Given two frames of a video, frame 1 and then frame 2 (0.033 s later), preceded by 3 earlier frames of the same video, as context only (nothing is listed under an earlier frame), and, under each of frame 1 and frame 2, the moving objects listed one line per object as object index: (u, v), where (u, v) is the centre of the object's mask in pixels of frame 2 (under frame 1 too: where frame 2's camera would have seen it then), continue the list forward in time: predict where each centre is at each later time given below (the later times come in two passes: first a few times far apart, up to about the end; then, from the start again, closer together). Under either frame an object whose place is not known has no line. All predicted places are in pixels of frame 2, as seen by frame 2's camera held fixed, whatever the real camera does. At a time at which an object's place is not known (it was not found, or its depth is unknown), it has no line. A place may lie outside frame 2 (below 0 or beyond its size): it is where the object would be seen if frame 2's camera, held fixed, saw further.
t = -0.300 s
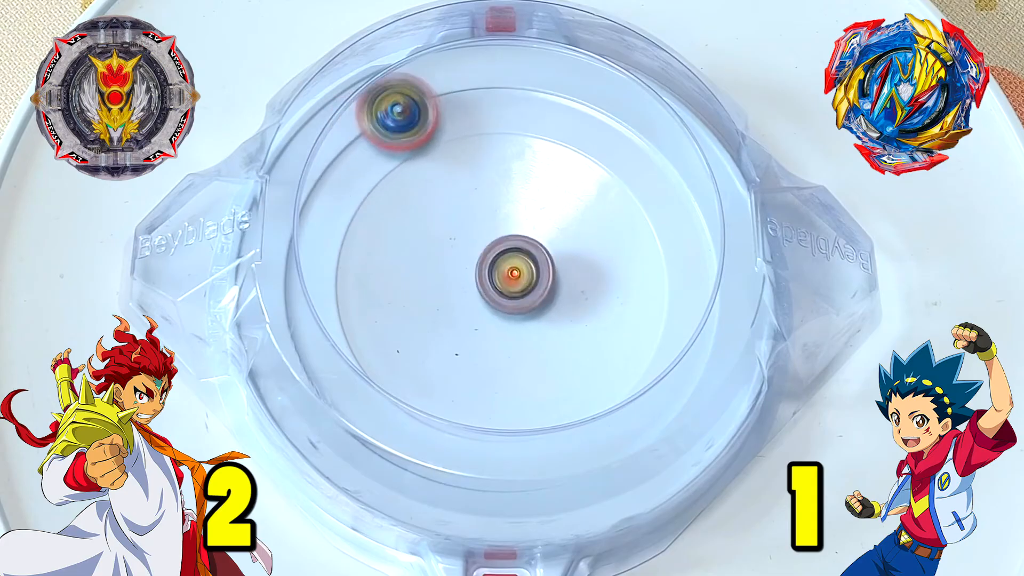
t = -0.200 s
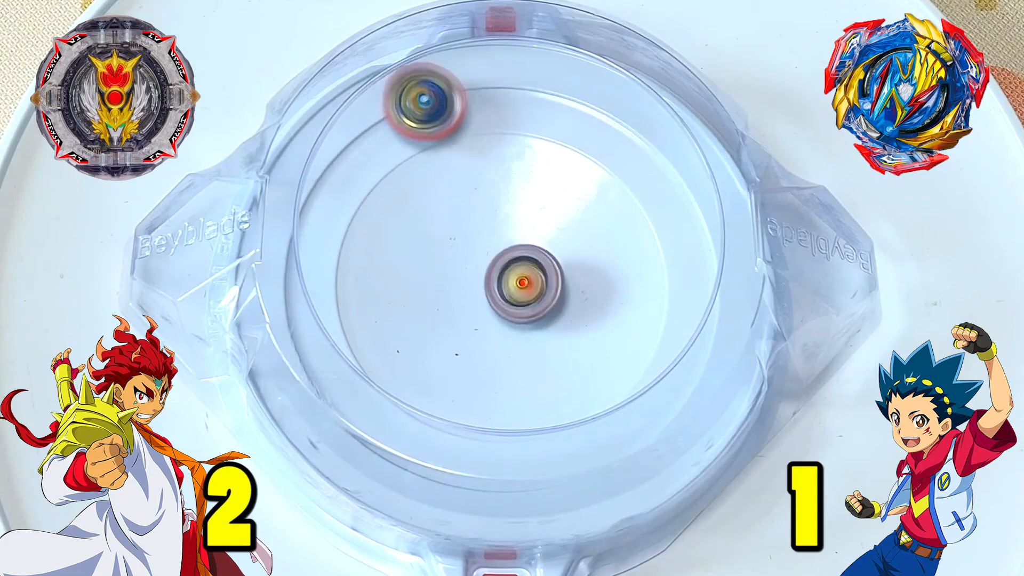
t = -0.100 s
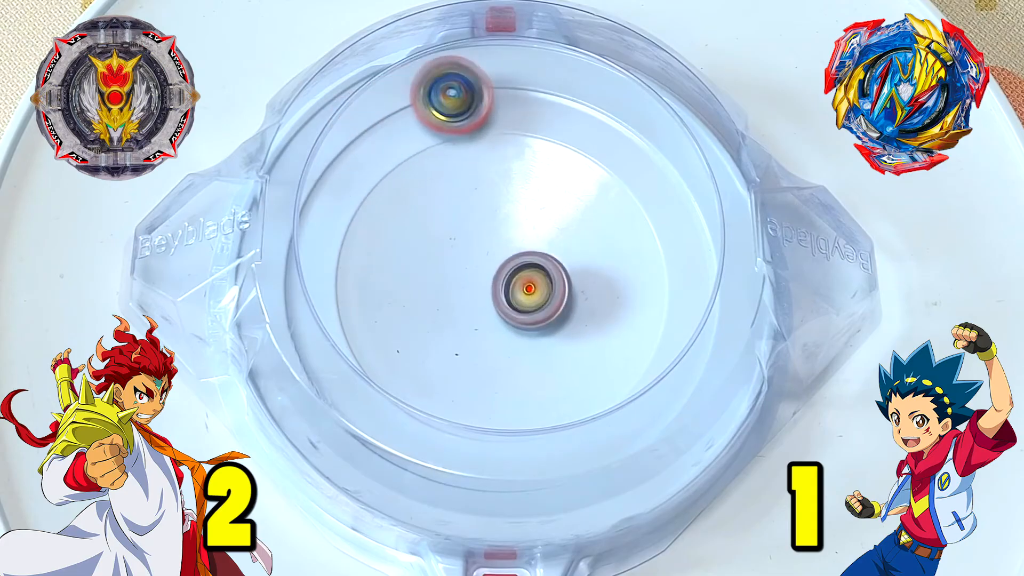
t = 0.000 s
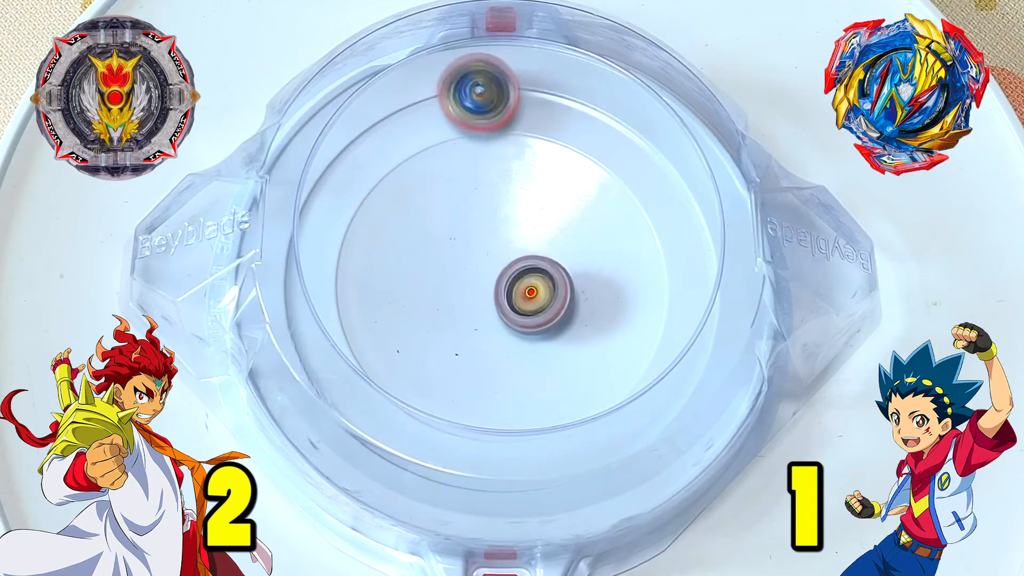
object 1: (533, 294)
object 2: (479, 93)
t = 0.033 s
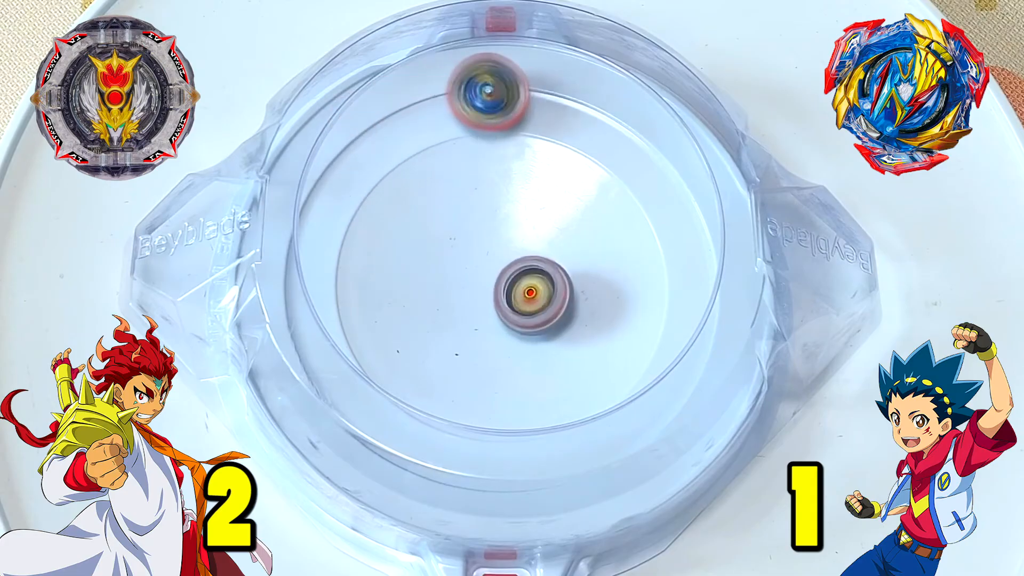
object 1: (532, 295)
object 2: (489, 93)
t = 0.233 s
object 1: (517, 296)
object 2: (544, 99)
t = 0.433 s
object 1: (502, 298)
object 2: (599, 119)
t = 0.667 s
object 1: (488, 291)
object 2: (657, 155)
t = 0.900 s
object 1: (484, 277)
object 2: (692, 203)
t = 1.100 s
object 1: (489, 266)
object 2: (708, 252)
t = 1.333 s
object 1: (503, 261)
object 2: (707, 311)
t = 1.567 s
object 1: (518, 265)
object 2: (687, 369)
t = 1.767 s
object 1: (528, 276)
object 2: (657, 411)
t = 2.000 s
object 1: (527, 291)
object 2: (608, 447)
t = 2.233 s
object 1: (514, 299)
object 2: (550, 459)
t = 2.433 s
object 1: (497, 297)
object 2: (501, 452)
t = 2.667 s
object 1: (484, 286)
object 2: (449, 422)
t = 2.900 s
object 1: (485, 271)
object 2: (484, 352)
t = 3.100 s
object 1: (549, 99)
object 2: (490, 384)
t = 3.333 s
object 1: (549, 82)
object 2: (517, 316)
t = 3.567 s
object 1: (557, 133)
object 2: (520, 258)
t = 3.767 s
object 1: (573, 187)
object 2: (496, 265)
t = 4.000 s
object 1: (611, 237)
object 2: (438, 311)
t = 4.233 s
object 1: (688, 271)
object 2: (386, 334)
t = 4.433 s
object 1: (703, 318)
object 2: (434, 317)
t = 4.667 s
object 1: (637, 347)
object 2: (515, 273)
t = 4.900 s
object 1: (521, 315)
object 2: (535, 237)
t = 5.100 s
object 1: (451, 269)
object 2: (521, 239)
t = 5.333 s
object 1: (436, 233)
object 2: (520, 301)
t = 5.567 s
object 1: (503, 247)
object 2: (524, 308)
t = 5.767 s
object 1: (581, 235)
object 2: (519, 315)
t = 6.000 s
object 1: (583, 281)
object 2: (509, 312)
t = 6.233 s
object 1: (582, 349)
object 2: (464, 291)
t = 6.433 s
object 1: (516, 355)
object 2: (491, 284)
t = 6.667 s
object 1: (418, 333)
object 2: (500, 270)
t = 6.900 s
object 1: (429, 312)
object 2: (502, 271)
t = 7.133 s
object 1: (453, 259)
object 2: (517, 275)
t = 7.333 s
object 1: (457, 259)
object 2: (516, 286)
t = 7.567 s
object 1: (455, 266)
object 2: (514, 290)
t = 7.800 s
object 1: (455, 266)
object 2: (514, 290)
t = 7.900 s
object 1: (455, 266)
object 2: (514, 290)
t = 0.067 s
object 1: (530, 295)
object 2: (498, 93)
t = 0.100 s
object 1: (528, 295)
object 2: (506, 93)
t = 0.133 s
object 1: (526, 295)
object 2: (516, 95)
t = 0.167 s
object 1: (523, 295)
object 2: (526, 96)
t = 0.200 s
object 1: (520, 295)
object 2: (535, 97)
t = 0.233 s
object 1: (517, 296)
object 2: (544, 99)
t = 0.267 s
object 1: (515, 296)
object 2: (554, 102)
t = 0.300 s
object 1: (512, 297)
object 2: (563, 104)
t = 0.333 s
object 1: (510, 297)
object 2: (572, 107)
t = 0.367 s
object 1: (508, 298)
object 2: (581, 111)
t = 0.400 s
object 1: (505, 298)
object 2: (590, 115)
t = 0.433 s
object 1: (502, 298)
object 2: (599, 119)
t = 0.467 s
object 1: (500, 298)
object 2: (607, 123)
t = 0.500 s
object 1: (497, 298)
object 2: (616, 128)
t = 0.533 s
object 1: (495, 297)
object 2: (625, 133)
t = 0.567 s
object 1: (494, 296)
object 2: (633, 138)
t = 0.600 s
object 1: (492, 295)
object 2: (641, 144)
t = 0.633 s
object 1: (490, 293)
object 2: (650, 149)
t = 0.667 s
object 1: (488, 291)
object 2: (657, 155)
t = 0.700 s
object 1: (487, 290)
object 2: (665, 161)
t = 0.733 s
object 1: (486, 287)
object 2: (670, 167)
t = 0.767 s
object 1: (485, 285)
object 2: (673, 173)
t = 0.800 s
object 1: (484, 283)
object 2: (677, 180)
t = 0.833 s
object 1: (484, 282)
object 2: (683, 188)
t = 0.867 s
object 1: (484, 279)
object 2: (688, 196)
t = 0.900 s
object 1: (484, 277)
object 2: (692, 203)
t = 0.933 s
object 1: (484, 275)
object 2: (695, 211)
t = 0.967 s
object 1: (484, 272)
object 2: (698, 218)
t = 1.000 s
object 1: (485, 270)
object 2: (702, 227)
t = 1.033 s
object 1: (486, 269)
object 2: (704, 235)
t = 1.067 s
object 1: (487, 267)
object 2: (706, 243)
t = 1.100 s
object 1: (489, 266)
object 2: (708, 252)
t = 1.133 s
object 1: (490, 264)
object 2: (709, 260)
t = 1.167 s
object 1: (493, 263)
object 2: (710, 268)
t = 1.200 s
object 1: (494, 262)
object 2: (710, 277)
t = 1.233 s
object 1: (497, 262)
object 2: (711, 286)
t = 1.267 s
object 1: (499, 261)
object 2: (710, 295)
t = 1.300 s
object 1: (501, 261)
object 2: (708, 303)
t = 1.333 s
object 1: (503, 261)
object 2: (707, 311)
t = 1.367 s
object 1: (505, 261)
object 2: (705, 321)
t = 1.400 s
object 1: (508, 261)
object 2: (703, 330)
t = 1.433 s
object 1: (510, 261)
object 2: (701, 339)
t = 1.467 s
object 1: (513, 262)
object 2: (698, 347)
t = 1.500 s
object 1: (515, 262)
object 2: (695, 353)
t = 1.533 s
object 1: (516, 263)
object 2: (691, 360)
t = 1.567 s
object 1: (518, 265)
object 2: (687, 369)
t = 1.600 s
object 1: (520, 267)
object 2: (682, 377)
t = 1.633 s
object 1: (522, 269)
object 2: (678, 385)
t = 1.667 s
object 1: (524, 271)
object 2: (673, 392)
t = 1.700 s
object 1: (525, 272)
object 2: (668, 398)
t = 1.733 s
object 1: (526, 274)
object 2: (663, 405)
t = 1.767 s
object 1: (528, 276)
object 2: (657, 411)
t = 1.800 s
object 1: (528, 278)
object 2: (650, 417)
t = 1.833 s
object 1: (529, 281)
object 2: (644, 423)
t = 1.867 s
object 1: (529, 283)
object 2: (637, 429)
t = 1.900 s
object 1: (528, 285)
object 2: (630, 434)
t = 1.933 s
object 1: (528, 287)
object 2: (623, 439)
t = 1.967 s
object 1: (527, 289)
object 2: (616, 443)
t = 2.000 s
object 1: (527, 291)
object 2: (608, 447)
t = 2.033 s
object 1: (525, 293)
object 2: (600, 450)
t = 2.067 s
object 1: (524, 294)
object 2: (592, 453)
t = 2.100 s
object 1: (521, 295)
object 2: (583, 456)
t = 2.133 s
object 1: (520, 297)
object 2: (575, 457)
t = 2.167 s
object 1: (518, 298)
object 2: (566, 459)
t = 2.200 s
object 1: (516, 298)
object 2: (558, 460)
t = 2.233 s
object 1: (514, 299)
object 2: (550, 459)
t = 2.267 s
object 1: (511, 299)
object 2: (541, 459)
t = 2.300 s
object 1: (509, 299)
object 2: (533, 459)
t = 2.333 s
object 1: (505, 299)
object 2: (524, 458)
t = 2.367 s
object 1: (503, 299)
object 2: (516, 456)
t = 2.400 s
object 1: (501, 299)
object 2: (508, 455)
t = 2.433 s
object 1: (497, 297)
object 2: (501, 452)
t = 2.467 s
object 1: (495, 297)
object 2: (492, 449)
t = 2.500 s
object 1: (493, 295)
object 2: (485, 445)
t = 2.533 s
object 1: (491, 294)
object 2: (477, 441)
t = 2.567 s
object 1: (489, 292)
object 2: (470, 436)
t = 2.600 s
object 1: (487, 290)
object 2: (463, 432)
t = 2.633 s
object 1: (485, 288)
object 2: (455, 427)
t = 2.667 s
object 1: (484, 286)
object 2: (449, 422)
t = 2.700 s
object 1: (484, 284)
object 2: (445, 415)
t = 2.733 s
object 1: (483, 282)
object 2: (445, 407)
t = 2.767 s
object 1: (483, 279)
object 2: (449, 397)
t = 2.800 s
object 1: (482, 277)
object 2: (456, 385)
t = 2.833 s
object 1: (483, 275)
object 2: (464, 375)
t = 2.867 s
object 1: (484, 273)
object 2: (474, 364)
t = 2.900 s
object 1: (485, 271)
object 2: (484, 352)
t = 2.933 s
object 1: (497, 246)
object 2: (485, 362)
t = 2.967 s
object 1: (511, 212)
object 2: (484, 375)
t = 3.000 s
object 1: (524, 178)
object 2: (483, 383)
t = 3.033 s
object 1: (534, 147)
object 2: (483, 386)
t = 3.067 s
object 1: (542, 118)
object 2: (486, 386)
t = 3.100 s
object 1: (549, 99)
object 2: (490, 384)
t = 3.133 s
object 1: (554, 80)
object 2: (495, 379)
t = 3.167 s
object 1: (558, 59)
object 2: (500, 372)
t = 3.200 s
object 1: (555, 62)
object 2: (505, 362)
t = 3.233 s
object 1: (551, 68)
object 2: (508, 352)
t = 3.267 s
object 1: (549, 73)
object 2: (512, 341)
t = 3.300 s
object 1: (549, 80)
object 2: (515, 328)
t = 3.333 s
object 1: (549, 82)
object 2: (517, 316)
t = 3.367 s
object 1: (548, 86)
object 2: (518, 305)
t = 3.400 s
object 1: (549, 96)
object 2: (520, 296)
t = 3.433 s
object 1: (548, 103)
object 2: (520, 286)
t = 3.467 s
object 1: (549, 110)
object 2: (519, 279)
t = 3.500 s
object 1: (551, 117)
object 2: (520, 271)
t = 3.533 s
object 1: (554, 125)
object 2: (520, 264)
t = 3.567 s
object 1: (557, 133)
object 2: (520, 258)
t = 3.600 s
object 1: (560, 143)
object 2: (520, 251)
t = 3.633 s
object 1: (559, 155)
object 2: (520, 245)
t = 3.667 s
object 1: (558, 168)
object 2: (521, 240)
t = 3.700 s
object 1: (565, 175)
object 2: (513, 246)
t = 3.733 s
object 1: (571, 180)
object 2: (504, 256)
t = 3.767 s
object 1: (573, 187)
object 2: (496, 265)
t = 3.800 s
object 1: (574, 196)
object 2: (492, 274)
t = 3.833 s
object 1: (571, 205)
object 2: (488, 279)
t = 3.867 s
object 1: (567, 216)
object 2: (488, 285)
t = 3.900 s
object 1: (562, 226)
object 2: (491, 288)
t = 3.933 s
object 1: (557, 237)
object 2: (494, 291)
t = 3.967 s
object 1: (586, 239)
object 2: (464, 302)
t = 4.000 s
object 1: (611, 237)
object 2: (438, 311)
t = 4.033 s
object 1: (632, 236)
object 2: (417, 318)
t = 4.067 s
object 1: (647, 237)
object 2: (400, 323)
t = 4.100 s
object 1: (656, 241)
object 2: (391, 327)
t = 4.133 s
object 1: (666, 247)
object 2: (384, 332)
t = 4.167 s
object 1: (674, 254)
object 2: (382, 334)
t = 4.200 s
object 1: (683, 262)
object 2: (383, 334)
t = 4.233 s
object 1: (688, 271)
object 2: (386, 334)
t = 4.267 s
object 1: (704, 282)
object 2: (390, 333)
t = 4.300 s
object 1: (707, 292)
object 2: (399, 331)
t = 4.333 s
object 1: (710, 298)
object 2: (406, 329)
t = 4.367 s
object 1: (707, 305)
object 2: (414, 326)
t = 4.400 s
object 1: (709, 311)
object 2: (424, 321)
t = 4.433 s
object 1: (703, 318)
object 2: (434, 317)
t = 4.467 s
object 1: (702, 322)
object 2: (444, 312)
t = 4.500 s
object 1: (692, 326)
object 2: (455, 307)
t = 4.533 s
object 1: (684, 329)
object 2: (466, 303)
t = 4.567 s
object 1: (673, 335)
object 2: (478, 296)
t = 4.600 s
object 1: (662, 339)
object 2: (492, 289)
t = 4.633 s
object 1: (646, 343)
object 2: (505, 281)
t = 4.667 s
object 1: (637, 347)
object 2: (515, 273)
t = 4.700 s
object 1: (622, 352)
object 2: (524, 263)
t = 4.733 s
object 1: (608, 350)
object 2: (529, 254)
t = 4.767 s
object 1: (590, 349)
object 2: (534, 247)
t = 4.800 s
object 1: (574, 341)
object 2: (536, 242)
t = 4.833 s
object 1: (555, 336)
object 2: (535, 238)
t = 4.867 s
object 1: (539, 324)
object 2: (534, 236)
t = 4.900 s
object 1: (521, 315)
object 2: (535, 237)
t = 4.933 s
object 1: (504, 304)
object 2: (534, 236)
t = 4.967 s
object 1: (488, 302)
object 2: (531, 234)
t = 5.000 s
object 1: (477, 291)
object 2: (529, 233)
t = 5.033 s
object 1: (464, 286)
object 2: (526, 233)
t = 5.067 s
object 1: (457, 273)
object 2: (524, 234)
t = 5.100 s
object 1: (451, 269)
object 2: (521, 239)
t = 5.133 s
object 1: (446, 260)
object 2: (519, 244)
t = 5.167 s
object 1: (441, 255)
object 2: (519, 253)
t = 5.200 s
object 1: (434, 248)
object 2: (519, 264)
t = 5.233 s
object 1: (434, 242)
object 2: (519, 275)
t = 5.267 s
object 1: (430, 237)
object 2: (519, 284)
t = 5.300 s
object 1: (436, 233)
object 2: (519, 294)
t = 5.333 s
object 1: (436, 233)
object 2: (520, 301)
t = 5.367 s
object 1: (445, 230)
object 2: (522, 307)
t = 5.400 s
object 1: (451, 232)
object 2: (522, 312)
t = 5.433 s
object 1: (460, 232)
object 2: (523, 314)
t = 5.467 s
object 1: (472, 236)
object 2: (522, 314)
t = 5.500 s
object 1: (479, 237)
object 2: (522, 313)
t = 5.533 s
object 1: (492, 243)
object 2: (523, 311)
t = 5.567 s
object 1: (503, 247)
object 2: (524, 308)
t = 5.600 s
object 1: (520, 243)
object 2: (522, 312)
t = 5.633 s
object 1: (534, 237)
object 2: (521, 316)
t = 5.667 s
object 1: (549, 232)
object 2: (522, 317)
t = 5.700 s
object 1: (558, 232)
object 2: (522, 317)
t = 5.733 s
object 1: (568, 231)
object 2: (521, 317)
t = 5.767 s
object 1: (581, 235)
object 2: (519, 315)
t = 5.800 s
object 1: (586, 239)
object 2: (517, 315)
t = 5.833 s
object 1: (589, 243)
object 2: (515, 314)
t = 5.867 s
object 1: (591, 250)
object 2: (511, 313)
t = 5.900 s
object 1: (591, 256)
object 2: (508, 313)
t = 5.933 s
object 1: (591, 264)
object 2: (508, 312)
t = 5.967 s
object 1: (587, 274)
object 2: (509, 312)
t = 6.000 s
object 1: (583, 281)
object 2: (509, 312)
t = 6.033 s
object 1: (592, 296)
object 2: (493, 310)
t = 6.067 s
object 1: (596, 305)
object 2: (478, 308)
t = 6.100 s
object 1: (601, 317)
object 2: (469, 306)
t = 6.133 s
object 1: (603, 328)
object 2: (464, 302)
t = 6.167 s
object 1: (598, 338)
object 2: (463, 299)
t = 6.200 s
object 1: (589, 342)
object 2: (463, 295)
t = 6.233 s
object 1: (582, 349)
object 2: (464, 291)
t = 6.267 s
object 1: (577, 357)
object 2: (465, 286)
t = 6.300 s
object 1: (566, 361)
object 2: (469, 283)
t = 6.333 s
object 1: (554, 362)
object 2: (475, 280)
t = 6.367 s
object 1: (542, 356)
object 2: (480, 280)
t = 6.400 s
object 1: (530, 355)
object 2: (487, 282)
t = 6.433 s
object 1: (516, 355)
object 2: (491, 284)
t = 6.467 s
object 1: (498, 349)
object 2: (494, 285)
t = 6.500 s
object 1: (480, 347)
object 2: (498, 283)
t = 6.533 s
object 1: (464, 342)
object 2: (501, 276)
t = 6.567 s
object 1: (447, 339)
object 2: (502, 272)
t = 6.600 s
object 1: (434, 339)
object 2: (501, 270)
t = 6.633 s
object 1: (424, 338)
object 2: (500, 270)
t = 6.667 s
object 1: (418, 333)
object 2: (500, 270)
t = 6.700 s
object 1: (414, 327)
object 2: (500, 271)
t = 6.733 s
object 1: (412, 325)
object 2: (501, 271)
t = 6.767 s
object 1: (414, 323)
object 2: (502, 271)
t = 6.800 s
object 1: (417, 321)
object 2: (502, 271)
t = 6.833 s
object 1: (421, 320)
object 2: (502, 271)
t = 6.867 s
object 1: (423, 317)
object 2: (502, 271)
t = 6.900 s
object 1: (429, 312)
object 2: (502, 271)
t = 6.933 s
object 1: (436, 307)
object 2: (501, 271)
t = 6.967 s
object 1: (442, 300)
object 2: (502, 271)
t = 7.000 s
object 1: (447, 288)
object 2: (509, 269)
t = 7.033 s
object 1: (452, 277)
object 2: (515, 269)
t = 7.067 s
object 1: (454, 270)
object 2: (517, 271)
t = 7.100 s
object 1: (454, 263)
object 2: (516, 272)
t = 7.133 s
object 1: (453, 259)
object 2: (517, 275)
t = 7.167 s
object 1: (454, 258)
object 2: (518, 277)
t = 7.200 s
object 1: (455, 257)
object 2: (517, 279)
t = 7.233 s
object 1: (457, 256)
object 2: (517, 281)
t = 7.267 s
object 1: (457, 256)
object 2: (517, 283)
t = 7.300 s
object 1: (457, 257)
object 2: (516, 285)
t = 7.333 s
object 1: (457, 259)
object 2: (516, 286)
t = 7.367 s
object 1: (456, 260)
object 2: (515, 287)
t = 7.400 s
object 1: (456, 262)
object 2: (515, 288)
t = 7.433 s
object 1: (455, 264)
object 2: (514, 289)
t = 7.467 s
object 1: (455, 265)
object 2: (514, 290)
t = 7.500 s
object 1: (456, 266)
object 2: (514, 290)
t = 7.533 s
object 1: (455, 266)
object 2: (514, 290)
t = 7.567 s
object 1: (455, 266)
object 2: (514, 290)
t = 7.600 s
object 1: (455, 266)
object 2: (514, 290)
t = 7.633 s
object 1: (455, 266)
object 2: (514, 290)
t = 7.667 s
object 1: (456, 266)
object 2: (514, 290)
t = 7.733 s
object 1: (455, 266)
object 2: (514, 290)
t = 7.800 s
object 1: (455, 266)
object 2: (514, 290)
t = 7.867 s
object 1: (455, 266)
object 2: (514, 290)
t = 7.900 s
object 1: (455, 266)
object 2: (514, 290)
